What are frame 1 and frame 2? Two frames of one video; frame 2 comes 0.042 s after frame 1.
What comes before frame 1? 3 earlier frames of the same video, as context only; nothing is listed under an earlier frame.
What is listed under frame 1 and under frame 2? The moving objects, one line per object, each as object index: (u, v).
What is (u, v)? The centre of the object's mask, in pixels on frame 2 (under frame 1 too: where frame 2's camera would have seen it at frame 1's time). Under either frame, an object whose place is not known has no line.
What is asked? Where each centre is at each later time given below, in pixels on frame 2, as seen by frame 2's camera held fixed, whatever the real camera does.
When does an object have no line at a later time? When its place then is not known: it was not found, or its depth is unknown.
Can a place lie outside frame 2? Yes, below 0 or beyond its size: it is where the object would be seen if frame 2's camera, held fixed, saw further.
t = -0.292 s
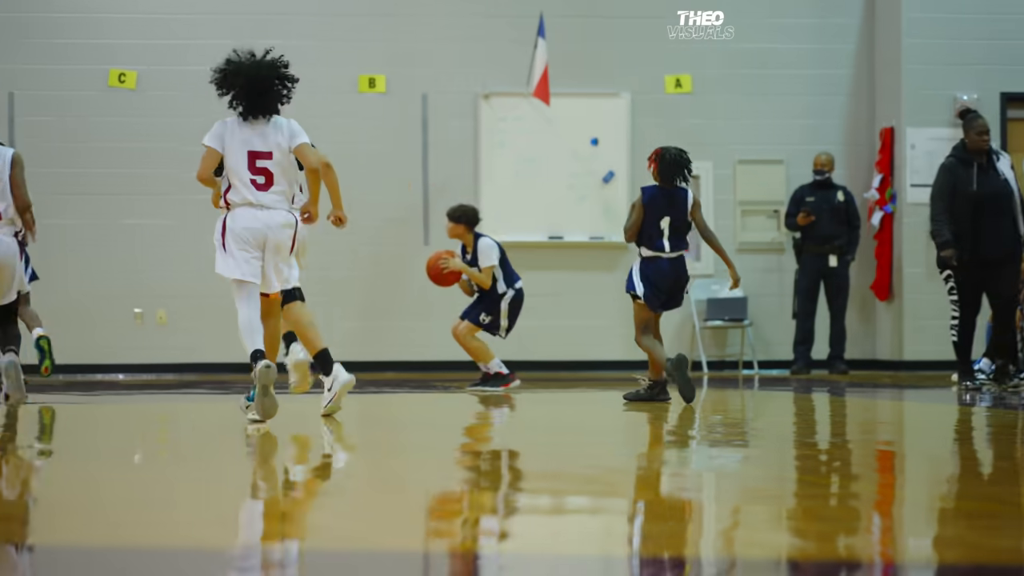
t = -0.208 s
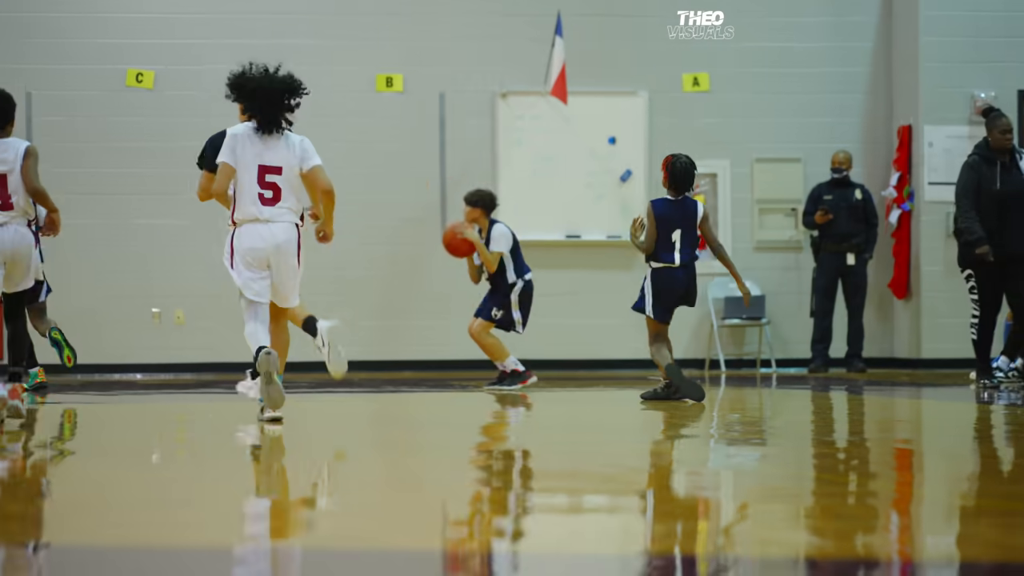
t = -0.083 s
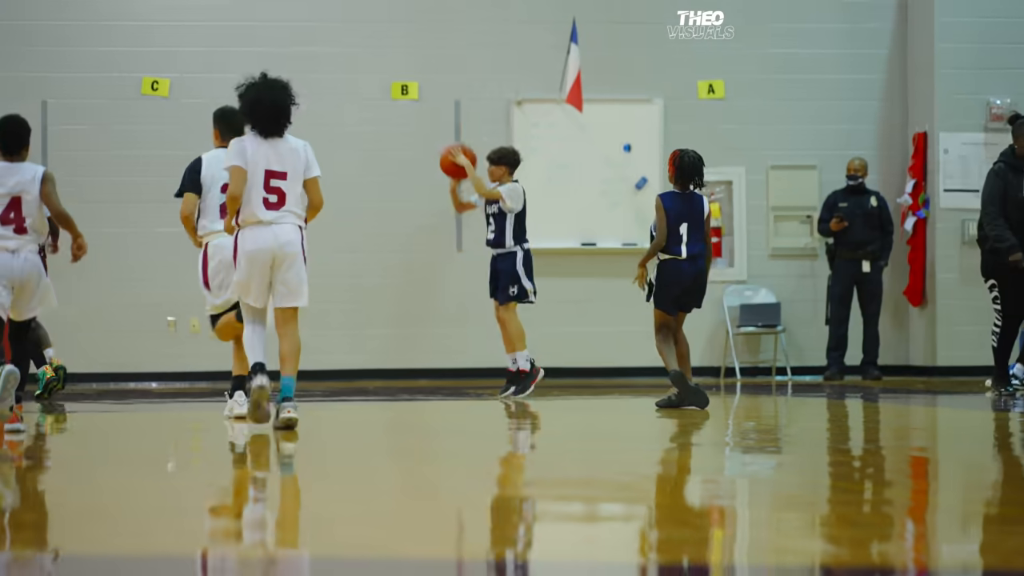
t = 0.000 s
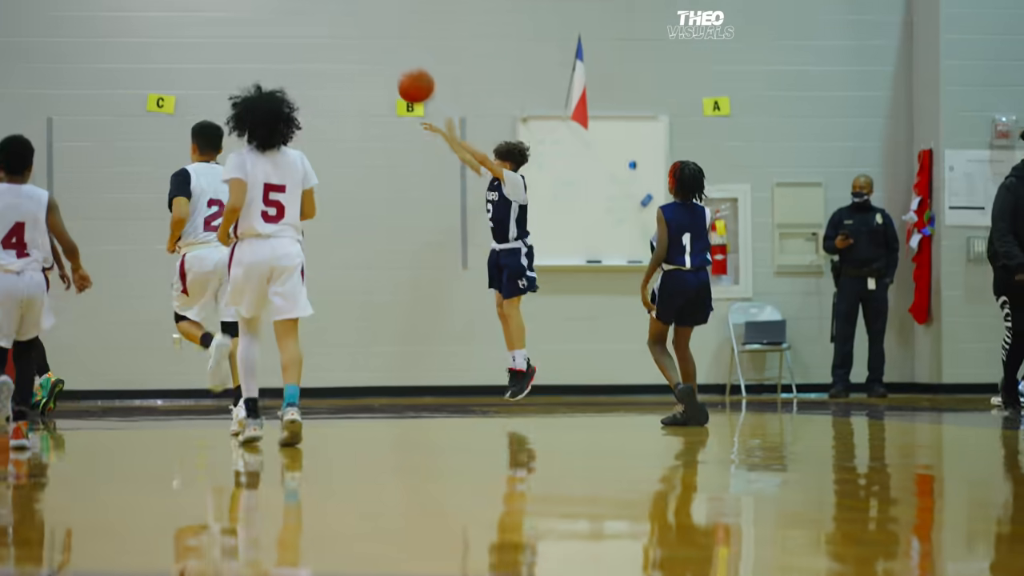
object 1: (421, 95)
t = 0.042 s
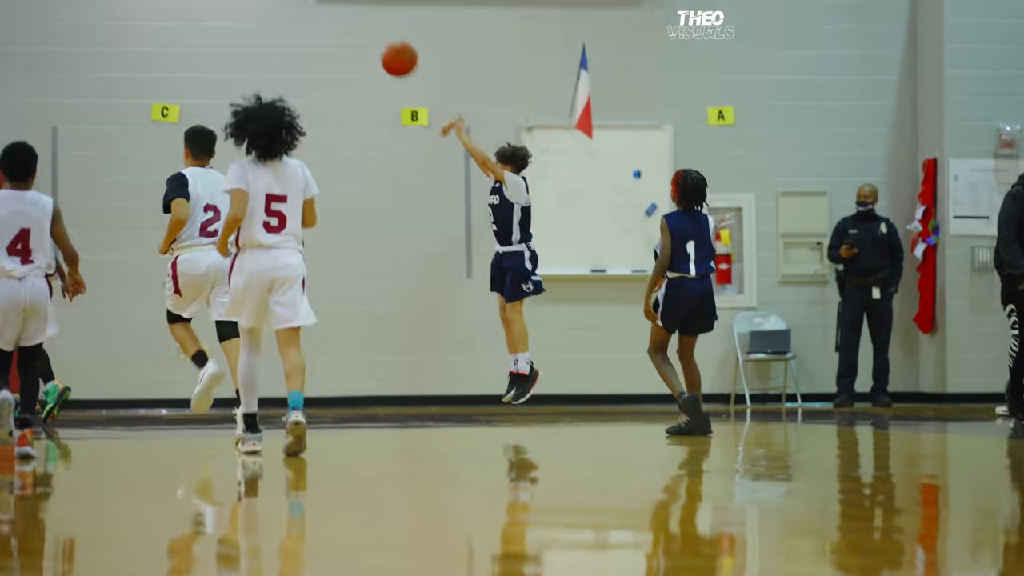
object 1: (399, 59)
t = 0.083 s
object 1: (366, 6)
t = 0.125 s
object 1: (342, -27)
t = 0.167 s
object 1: (303, -77)
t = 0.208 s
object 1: (274, -112)
